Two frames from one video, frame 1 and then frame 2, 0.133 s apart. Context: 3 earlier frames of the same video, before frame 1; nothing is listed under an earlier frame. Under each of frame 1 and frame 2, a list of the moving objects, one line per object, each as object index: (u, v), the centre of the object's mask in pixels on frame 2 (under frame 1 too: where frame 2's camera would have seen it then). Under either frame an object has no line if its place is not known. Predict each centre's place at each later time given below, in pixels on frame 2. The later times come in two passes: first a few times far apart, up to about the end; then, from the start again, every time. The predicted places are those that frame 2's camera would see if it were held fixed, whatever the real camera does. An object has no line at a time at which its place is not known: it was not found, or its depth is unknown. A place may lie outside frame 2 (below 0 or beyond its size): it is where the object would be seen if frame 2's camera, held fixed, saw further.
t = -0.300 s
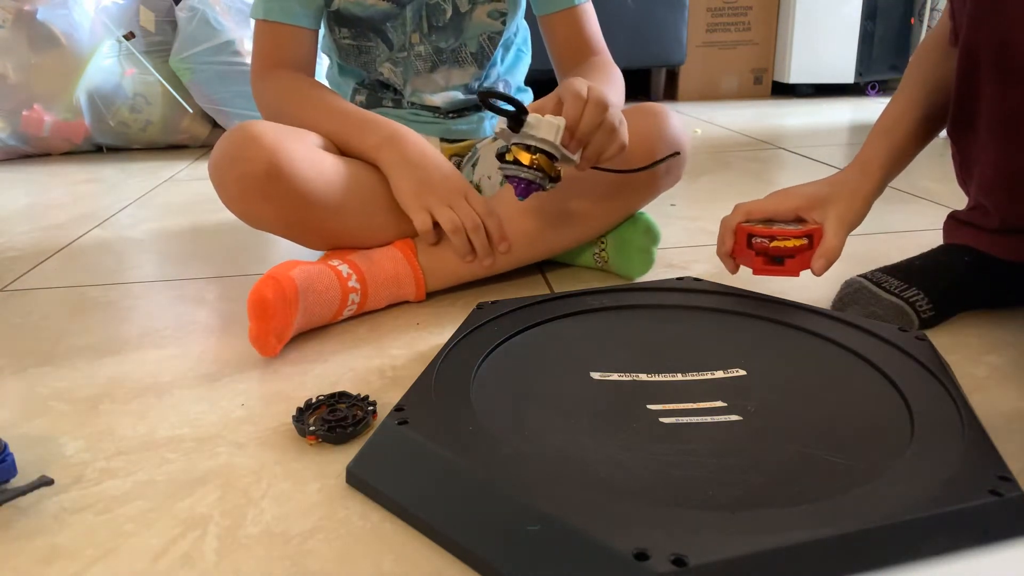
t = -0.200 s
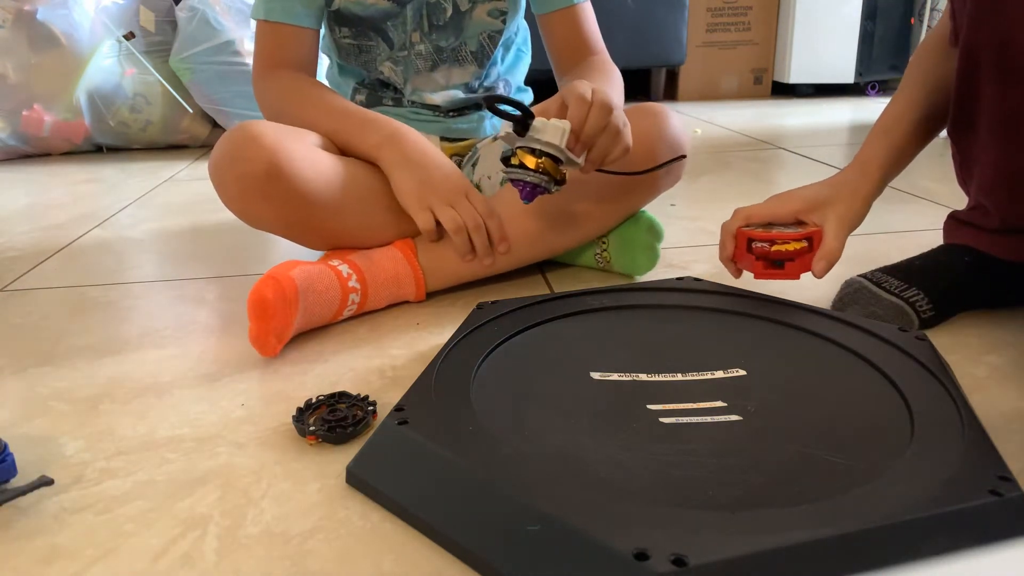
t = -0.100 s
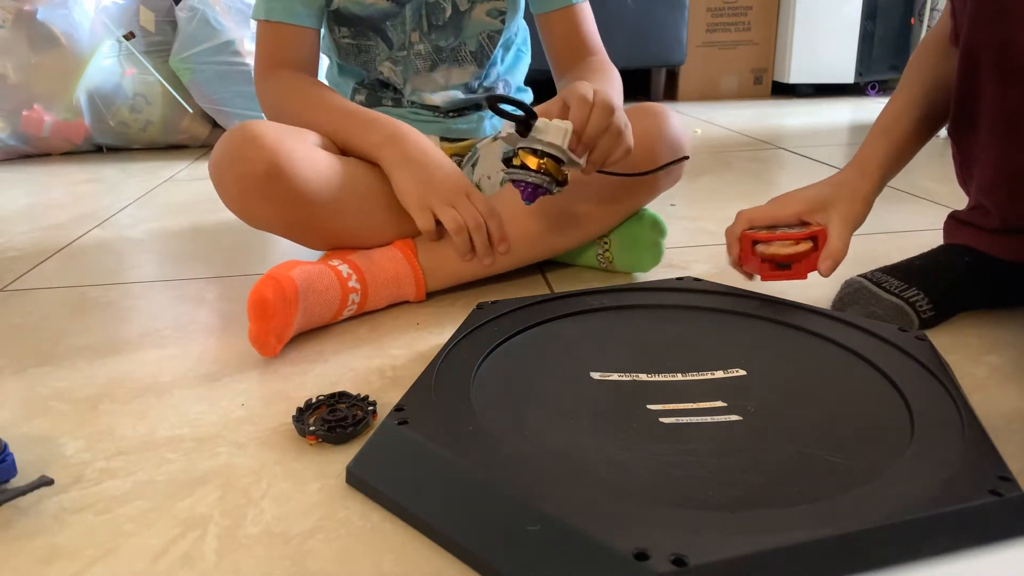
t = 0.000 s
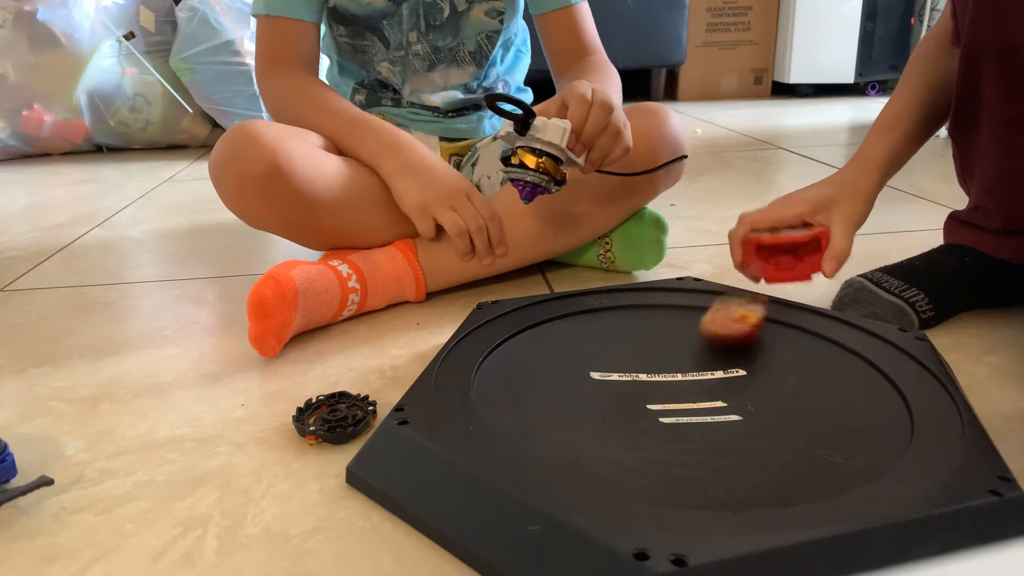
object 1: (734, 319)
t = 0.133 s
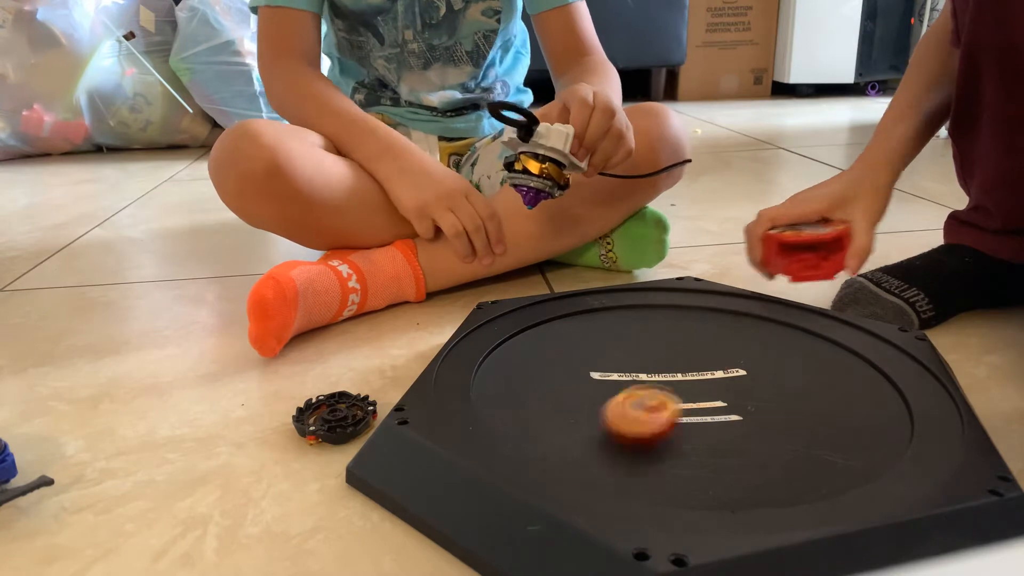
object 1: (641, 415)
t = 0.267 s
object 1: (577, 437)
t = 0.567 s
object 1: (646, 408)
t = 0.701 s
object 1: (668, 398)
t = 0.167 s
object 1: (618, 431)
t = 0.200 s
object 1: (597, 442)
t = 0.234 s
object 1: (579, 449)
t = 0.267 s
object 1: (577, 437)
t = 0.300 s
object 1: (581, 434)
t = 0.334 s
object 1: (584, 445)
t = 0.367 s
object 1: (591, 443)
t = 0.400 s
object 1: (600, 439)
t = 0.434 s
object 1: (609, 434)
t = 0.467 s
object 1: (619, 428)
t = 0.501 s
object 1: (627, 421)
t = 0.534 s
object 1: (637, 415)
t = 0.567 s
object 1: (646, 408)
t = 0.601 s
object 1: (652, 403)
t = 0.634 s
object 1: (658, 401)
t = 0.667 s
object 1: (663, 399)
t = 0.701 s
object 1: (668, 398)
